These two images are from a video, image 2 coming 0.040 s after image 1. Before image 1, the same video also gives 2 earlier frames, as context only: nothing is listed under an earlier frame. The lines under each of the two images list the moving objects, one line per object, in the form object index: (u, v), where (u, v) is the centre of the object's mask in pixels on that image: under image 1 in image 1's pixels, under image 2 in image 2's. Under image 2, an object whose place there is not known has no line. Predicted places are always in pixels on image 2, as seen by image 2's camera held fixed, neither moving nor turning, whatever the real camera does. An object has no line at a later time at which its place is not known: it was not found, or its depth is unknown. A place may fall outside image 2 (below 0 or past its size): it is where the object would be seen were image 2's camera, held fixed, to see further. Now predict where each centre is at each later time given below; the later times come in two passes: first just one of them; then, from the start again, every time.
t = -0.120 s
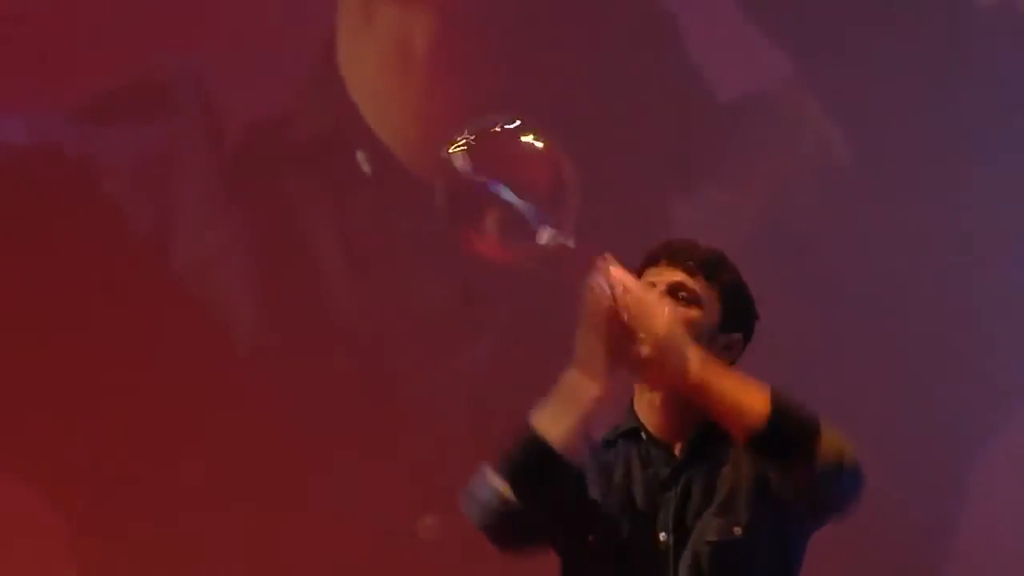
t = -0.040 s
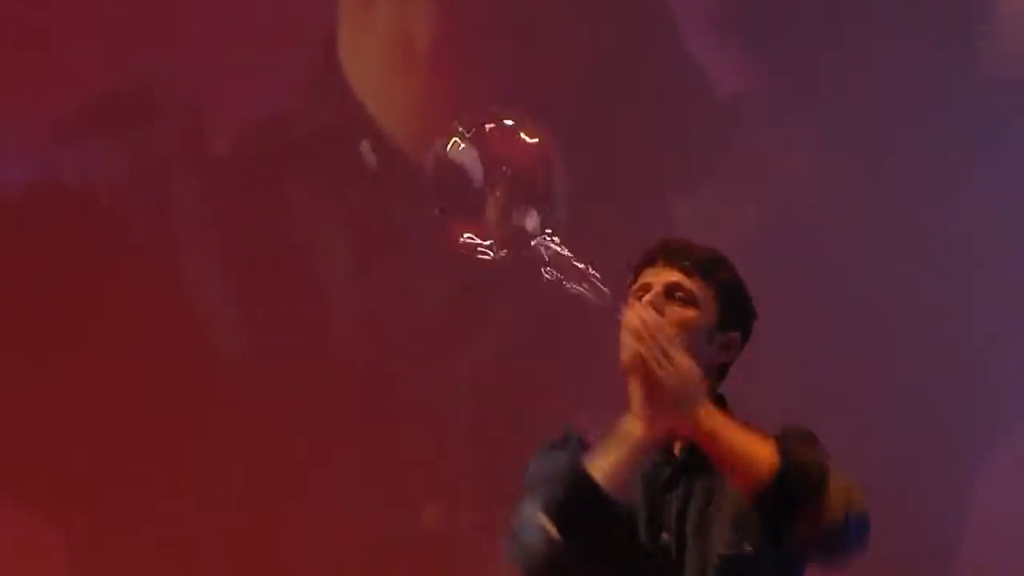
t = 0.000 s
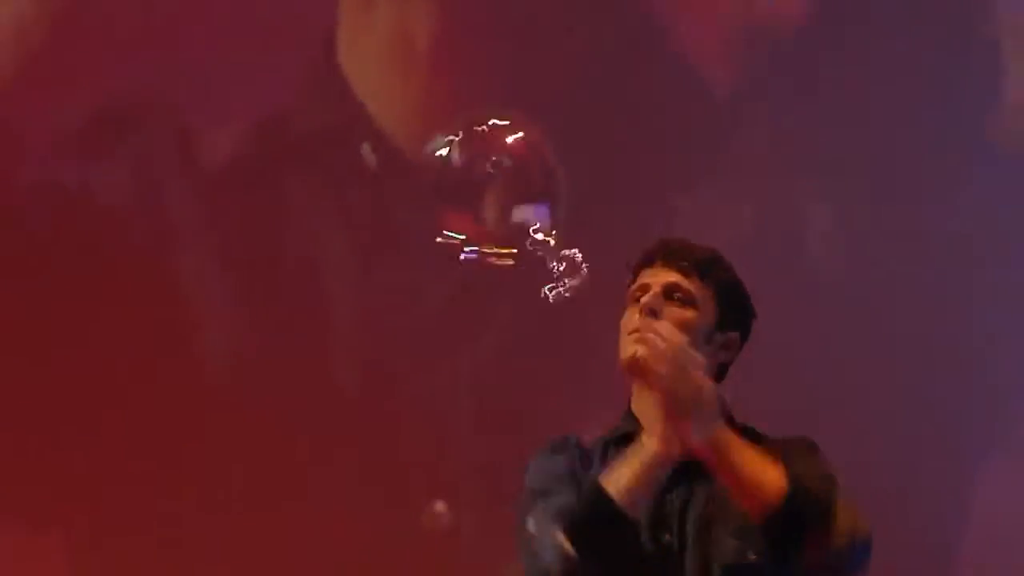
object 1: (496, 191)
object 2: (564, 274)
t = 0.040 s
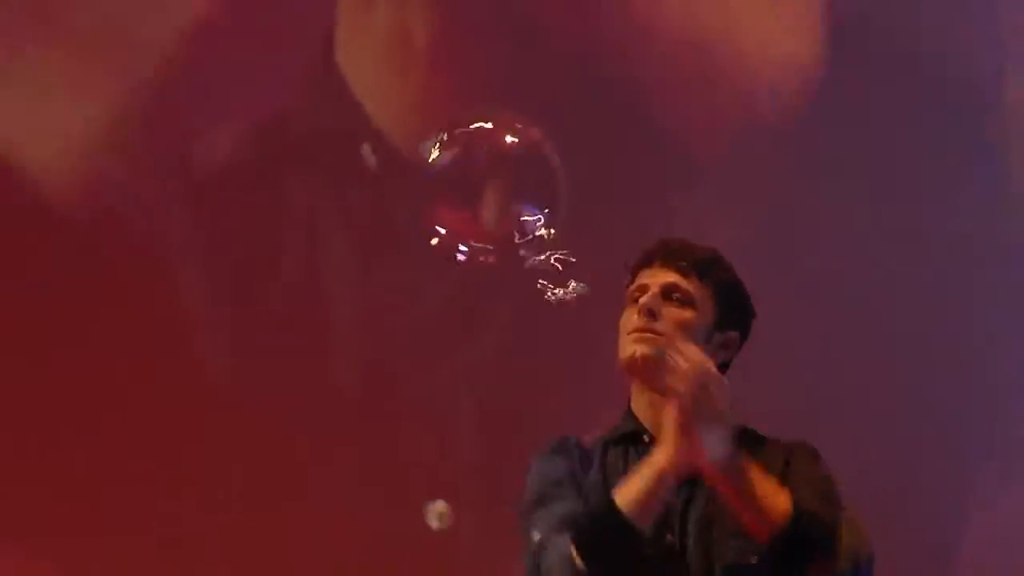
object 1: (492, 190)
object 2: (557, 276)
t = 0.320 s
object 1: (441, 179)
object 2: (514, 298)
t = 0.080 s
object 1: (484, 187)
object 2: (552, 280)
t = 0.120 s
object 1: (473, 186)
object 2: (545, 282)
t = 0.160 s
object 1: (467, 180)
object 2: (539, 284)
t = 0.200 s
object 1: (463, 160)
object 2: (534, 290)
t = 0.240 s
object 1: (448, 180)
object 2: (527, 290)
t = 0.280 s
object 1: (446, 180)
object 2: (521, 297)
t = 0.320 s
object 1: (441, 179)
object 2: (514, 298)
